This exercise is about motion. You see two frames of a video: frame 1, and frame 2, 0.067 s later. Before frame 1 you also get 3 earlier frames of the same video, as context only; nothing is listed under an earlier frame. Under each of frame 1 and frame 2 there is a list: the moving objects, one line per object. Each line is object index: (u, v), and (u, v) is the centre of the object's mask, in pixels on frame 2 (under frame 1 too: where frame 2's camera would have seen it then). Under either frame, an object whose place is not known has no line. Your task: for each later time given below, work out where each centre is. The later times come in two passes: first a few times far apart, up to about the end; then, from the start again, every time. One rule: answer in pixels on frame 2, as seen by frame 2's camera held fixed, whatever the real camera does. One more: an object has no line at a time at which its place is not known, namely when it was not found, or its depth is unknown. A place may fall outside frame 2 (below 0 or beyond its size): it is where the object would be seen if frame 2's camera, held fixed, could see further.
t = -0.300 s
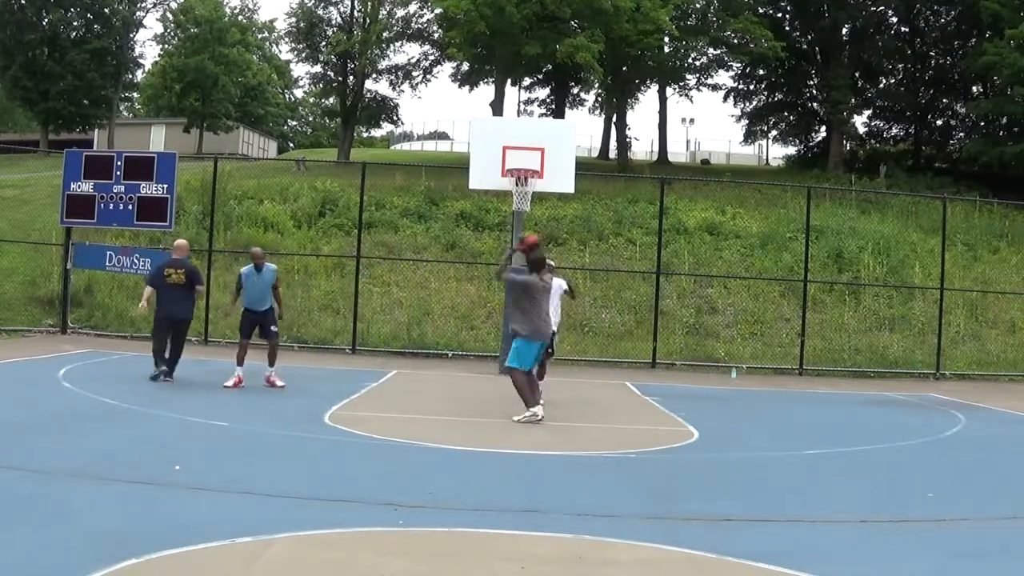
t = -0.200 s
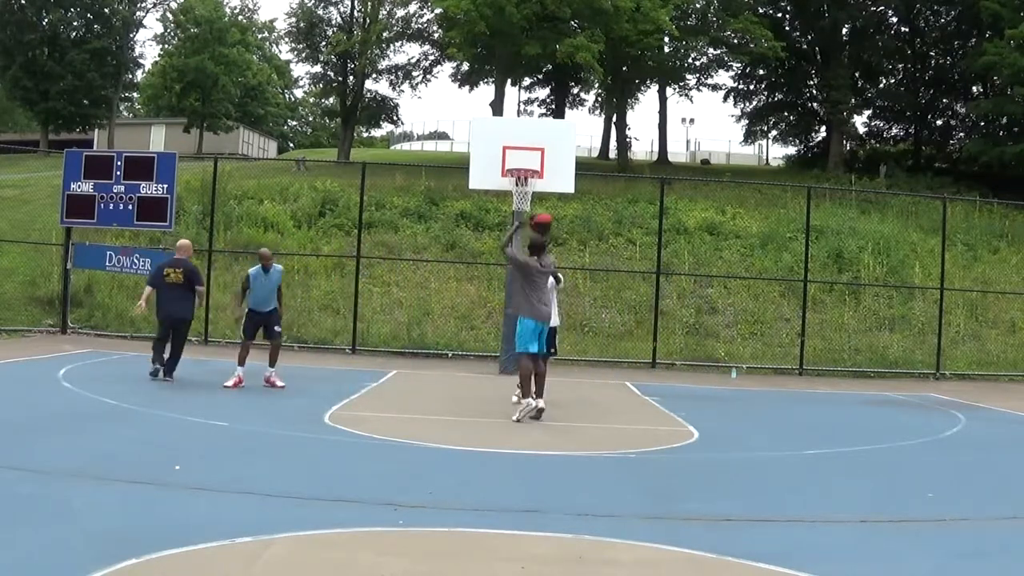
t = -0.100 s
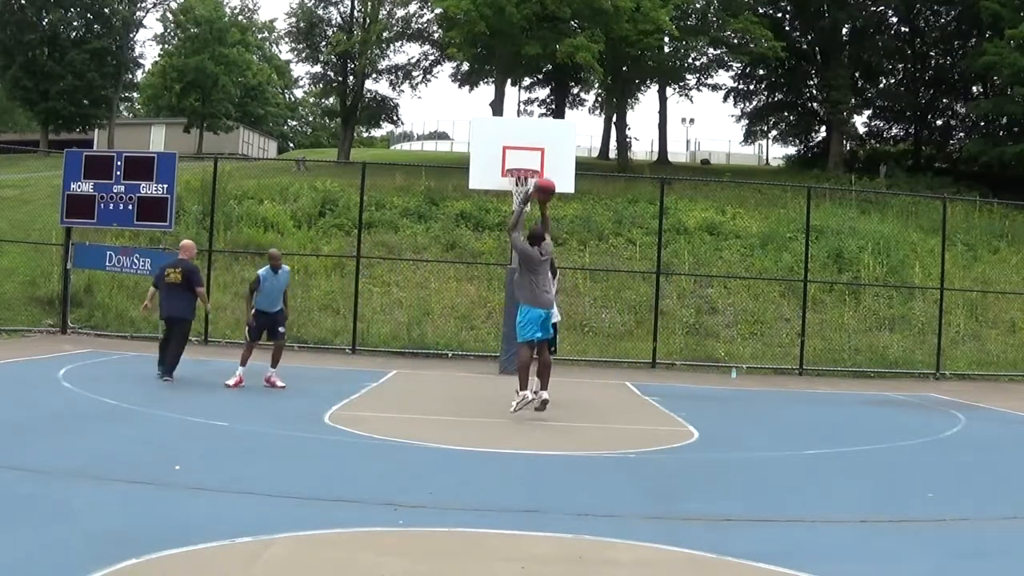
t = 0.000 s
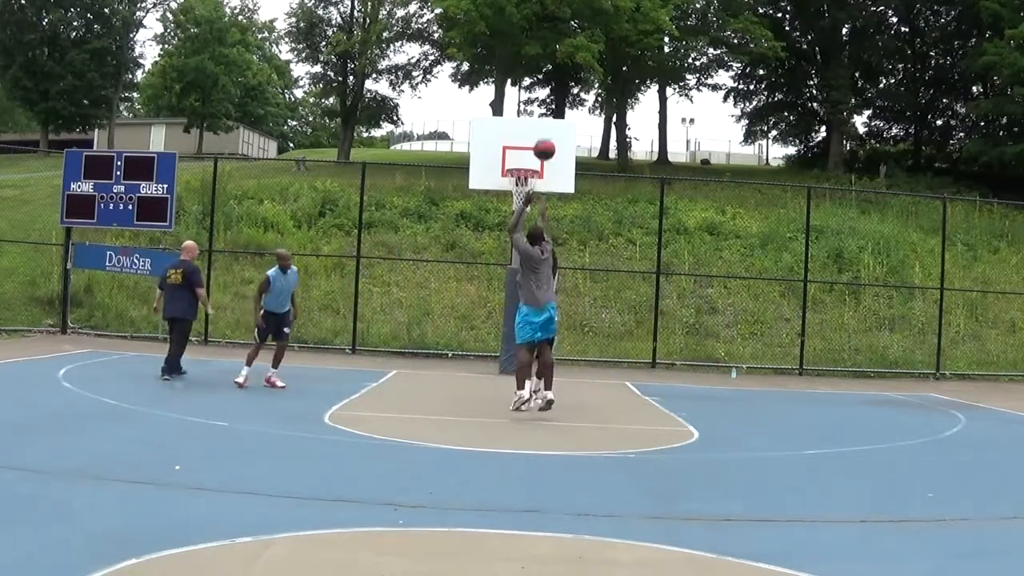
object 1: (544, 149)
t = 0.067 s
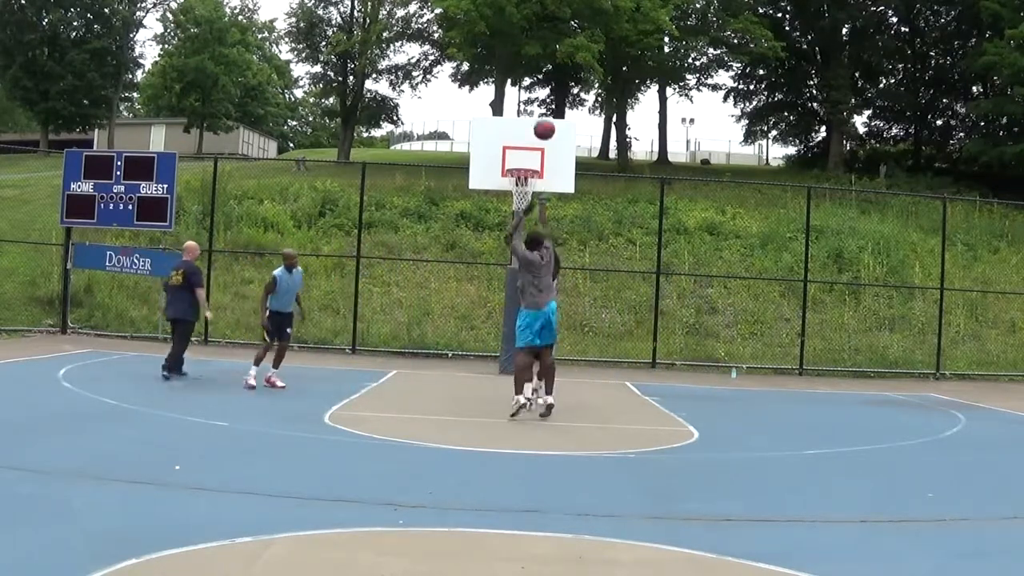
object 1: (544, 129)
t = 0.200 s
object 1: (543, 104)
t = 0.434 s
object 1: (541, 94)
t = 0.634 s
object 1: (538, 120)
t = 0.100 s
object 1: (544, 122)
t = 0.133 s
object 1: (543, 113)
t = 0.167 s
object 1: (544, 108)
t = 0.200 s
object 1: (543, 104)
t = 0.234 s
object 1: (544, 99)
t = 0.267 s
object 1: (543, 95)
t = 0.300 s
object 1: (543, 94)
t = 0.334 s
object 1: (543, 94)
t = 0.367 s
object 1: (543, 94)
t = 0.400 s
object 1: (542, 93)
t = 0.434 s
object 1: (541, 94)
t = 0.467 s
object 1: (541, 96)
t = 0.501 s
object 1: (541, 99)
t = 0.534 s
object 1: (540, 105)
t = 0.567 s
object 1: (539, 109)
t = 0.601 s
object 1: (538, 113)
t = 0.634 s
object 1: (538, 120)
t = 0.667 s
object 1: (537, 126)
